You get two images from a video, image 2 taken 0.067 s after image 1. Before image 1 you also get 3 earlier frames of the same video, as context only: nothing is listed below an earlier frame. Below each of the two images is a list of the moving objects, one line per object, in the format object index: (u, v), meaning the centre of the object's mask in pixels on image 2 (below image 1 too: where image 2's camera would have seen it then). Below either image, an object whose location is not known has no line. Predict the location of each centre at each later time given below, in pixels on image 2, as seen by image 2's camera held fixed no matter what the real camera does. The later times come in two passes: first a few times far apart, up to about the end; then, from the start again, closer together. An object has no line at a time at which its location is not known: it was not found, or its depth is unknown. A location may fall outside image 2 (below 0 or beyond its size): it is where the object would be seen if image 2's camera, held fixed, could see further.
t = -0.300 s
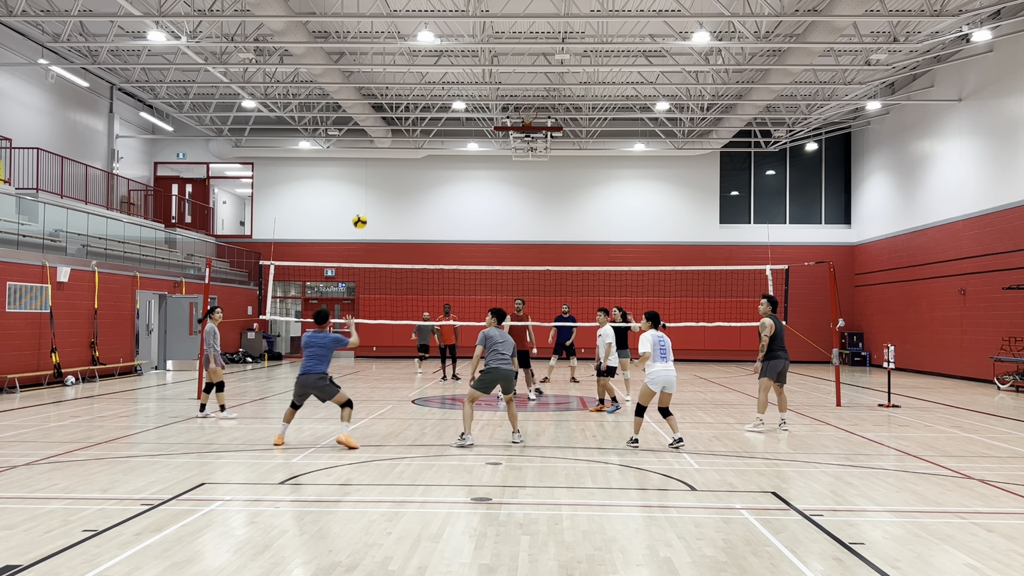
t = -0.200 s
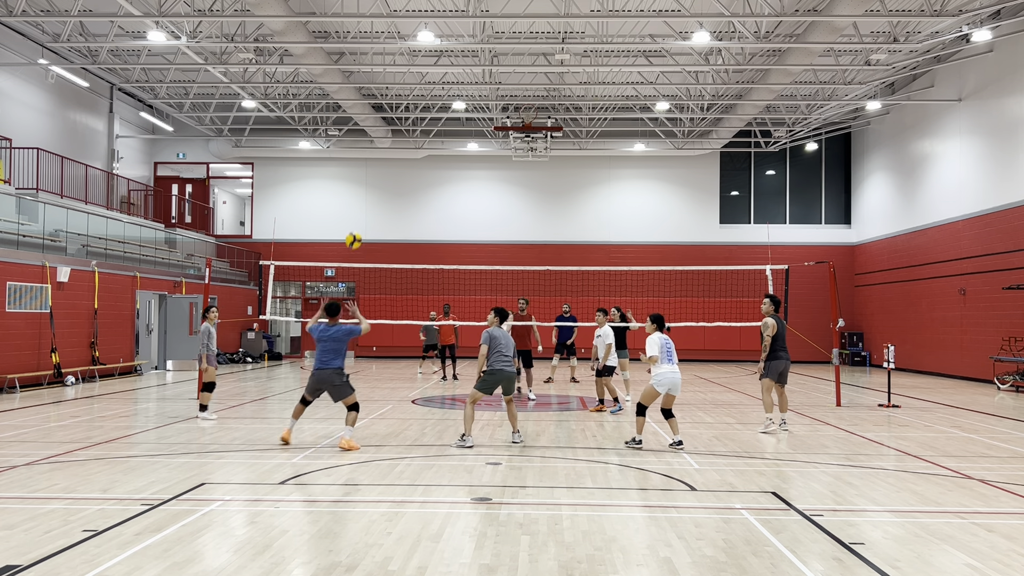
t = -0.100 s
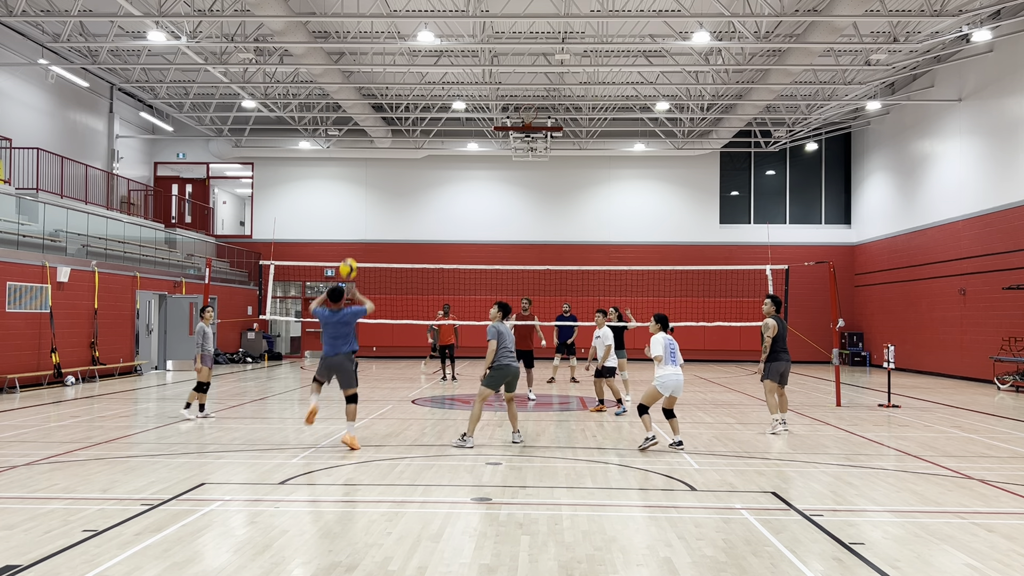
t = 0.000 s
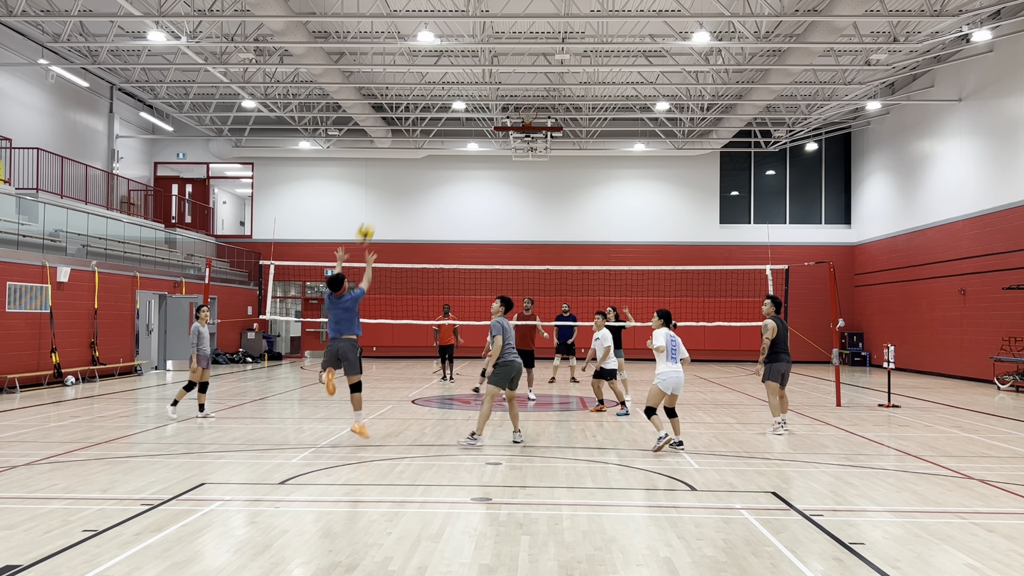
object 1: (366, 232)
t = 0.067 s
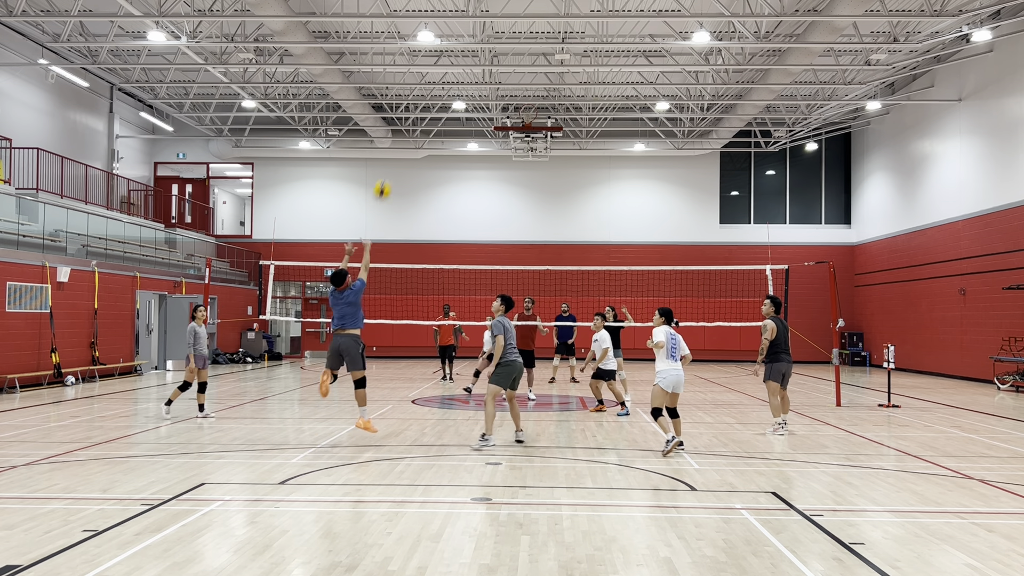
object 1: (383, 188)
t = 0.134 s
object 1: (398, 153)
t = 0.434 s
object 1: (459, 49)
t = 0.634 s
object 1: (495, 27)
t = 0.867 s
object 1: (533, 37)
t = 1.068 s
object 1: (561, 75)
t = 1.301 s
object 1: (589, 144)
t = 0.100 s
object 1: (390, 170)
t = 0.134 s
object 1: (398, 153)
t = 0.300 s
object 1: (433, 84)
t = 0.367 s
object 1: (447, 64)
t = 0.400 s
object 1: (453, 56)
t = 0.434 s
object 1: (459, 49)
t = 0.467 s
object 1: (466, 43)
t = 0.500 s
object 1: (472, 38)
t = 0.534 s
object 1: (478, 34)
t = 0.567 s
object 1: (484, 31)
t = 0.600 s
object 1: (489, 29)
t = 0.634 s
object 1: (495, 27)
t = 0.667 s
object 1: (501, 26)
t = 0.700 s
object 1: (507, 26)
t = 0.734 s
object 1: (512, 27)
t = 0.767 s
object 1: (517, 29)
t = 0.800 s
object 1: (523, 31)
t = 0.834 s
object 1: (528, 34)
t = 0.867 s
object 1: (533, 37)
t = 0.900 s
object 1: (538, 42)
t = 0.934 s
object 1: (543, 47)
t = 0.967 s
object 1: (548, 54)
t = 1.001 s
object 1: (552, 59)
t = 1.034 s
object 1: (557, 67)
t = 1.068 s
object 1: (561, 75)
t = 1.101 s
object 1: (565, 83)
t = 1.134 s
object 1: (570, 92)
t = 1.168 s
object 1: (574, 101)
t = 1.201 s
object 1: (578, 111)
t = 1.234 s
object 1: (582, 121)
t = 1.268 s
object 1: (585, 132)
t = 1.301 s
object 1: (589, 144)
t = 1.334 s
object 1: (593, 156)
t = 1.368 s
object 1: (596, 168)
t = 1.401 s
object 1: (599, 181)
